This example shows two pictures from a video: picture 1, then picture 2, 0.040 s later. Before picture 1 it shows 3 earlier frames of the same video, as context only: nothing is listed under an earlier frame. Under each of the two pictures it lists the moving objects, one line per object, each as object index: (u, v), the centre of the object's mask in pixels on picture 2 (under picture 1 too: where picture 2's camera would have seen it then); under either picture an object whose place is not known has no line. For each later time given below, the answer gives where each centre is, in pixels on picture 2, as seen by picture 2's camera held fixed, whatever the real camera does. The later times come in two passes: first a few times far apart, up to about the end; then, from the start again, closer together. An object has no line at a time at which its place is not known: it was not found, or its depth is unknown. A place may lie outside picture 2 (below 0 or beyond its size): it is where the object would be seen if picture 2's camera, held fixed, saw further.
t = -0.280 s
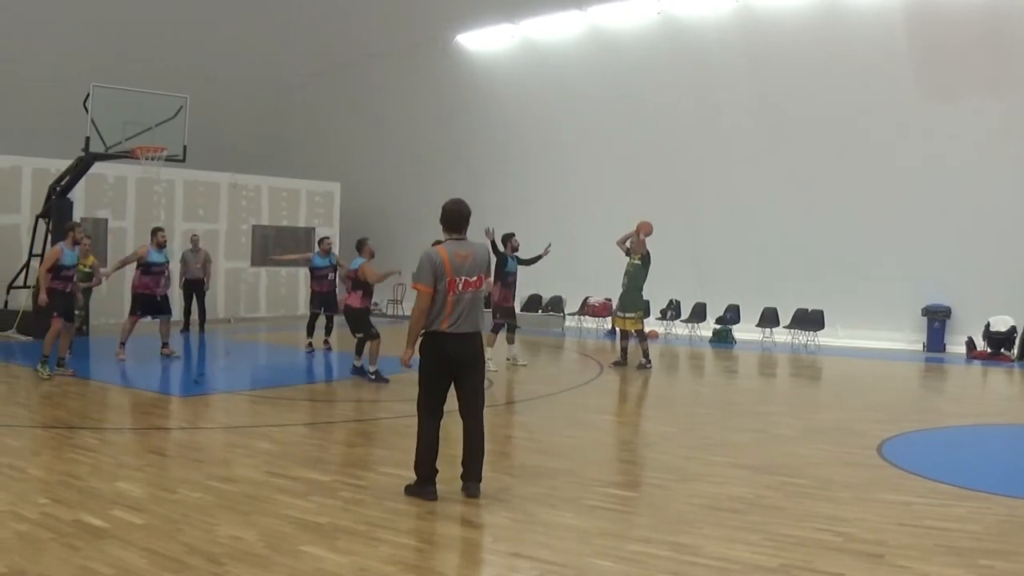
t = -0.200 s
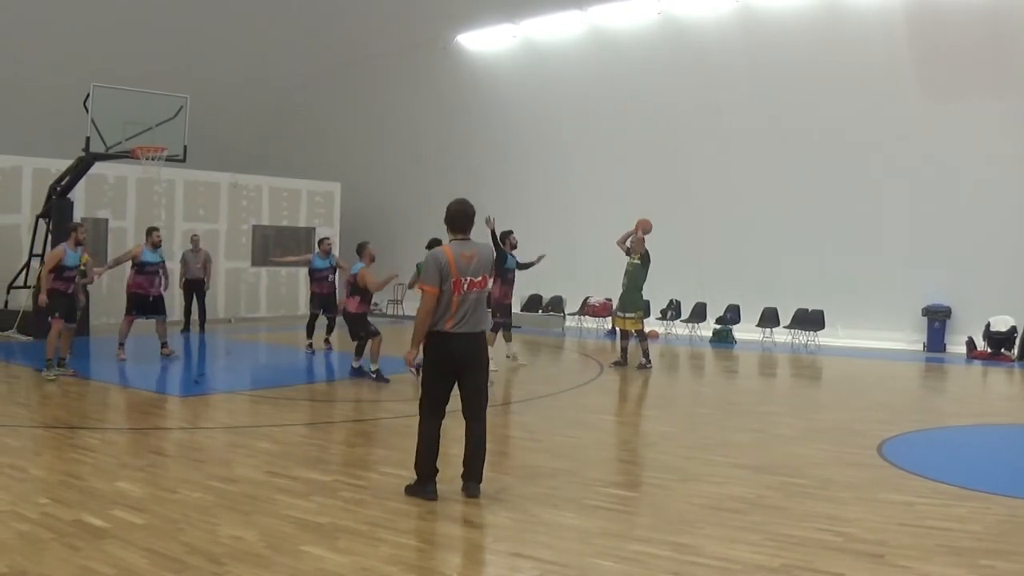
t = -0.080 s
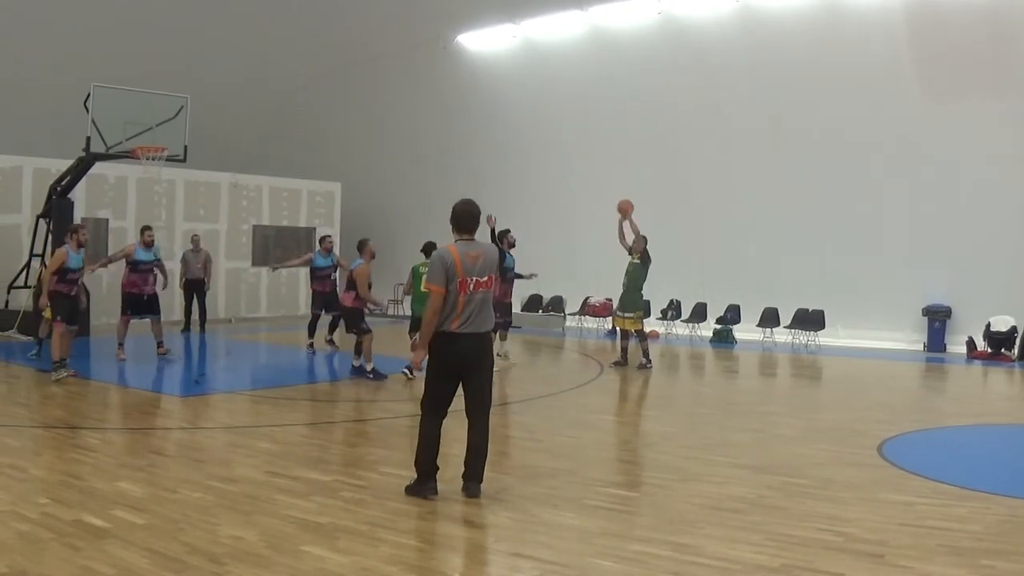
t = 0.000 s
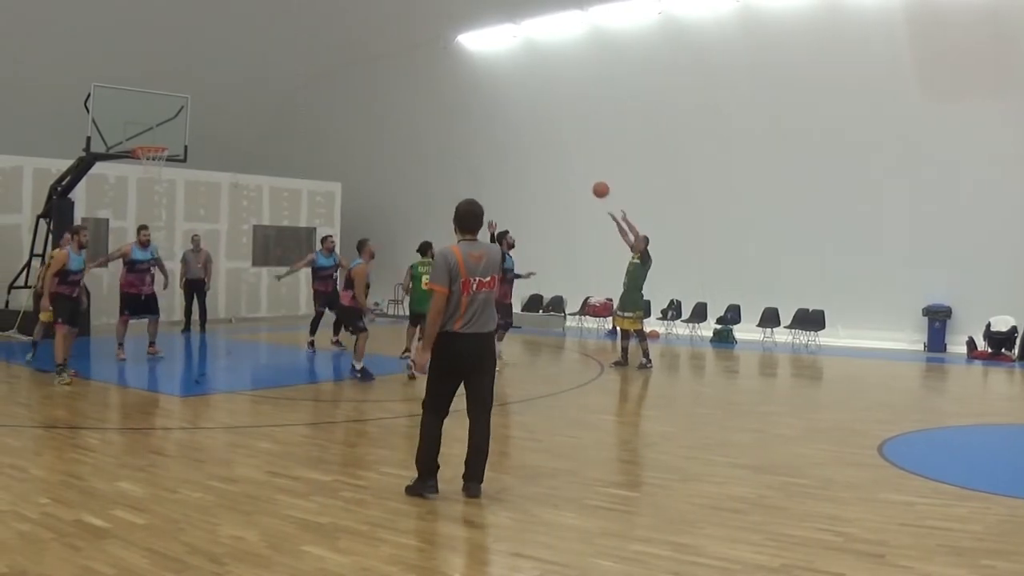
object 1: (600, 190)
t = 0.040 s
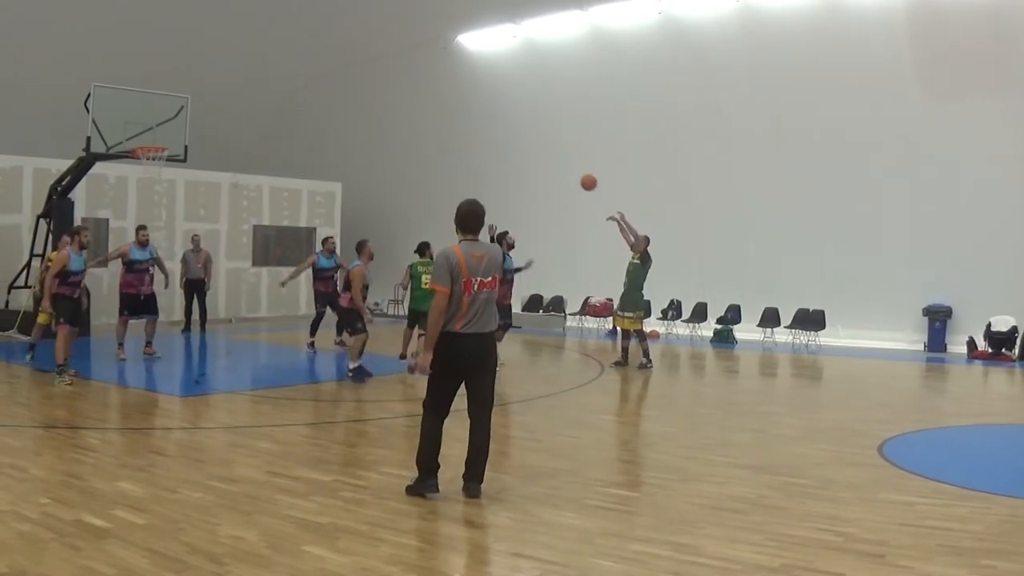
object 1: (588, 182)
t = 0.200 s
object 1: (539, 164)
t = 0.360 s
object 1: (490, 165)
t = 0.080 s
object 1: (576, 176)
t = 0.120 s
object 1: (563, 171)
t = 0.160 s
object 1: (551, 167)
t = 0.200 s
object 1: (539, 164)
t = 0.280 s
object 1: (514, 162)
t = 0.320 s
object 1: (502, 163)
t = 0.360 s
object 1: (490, 165)
